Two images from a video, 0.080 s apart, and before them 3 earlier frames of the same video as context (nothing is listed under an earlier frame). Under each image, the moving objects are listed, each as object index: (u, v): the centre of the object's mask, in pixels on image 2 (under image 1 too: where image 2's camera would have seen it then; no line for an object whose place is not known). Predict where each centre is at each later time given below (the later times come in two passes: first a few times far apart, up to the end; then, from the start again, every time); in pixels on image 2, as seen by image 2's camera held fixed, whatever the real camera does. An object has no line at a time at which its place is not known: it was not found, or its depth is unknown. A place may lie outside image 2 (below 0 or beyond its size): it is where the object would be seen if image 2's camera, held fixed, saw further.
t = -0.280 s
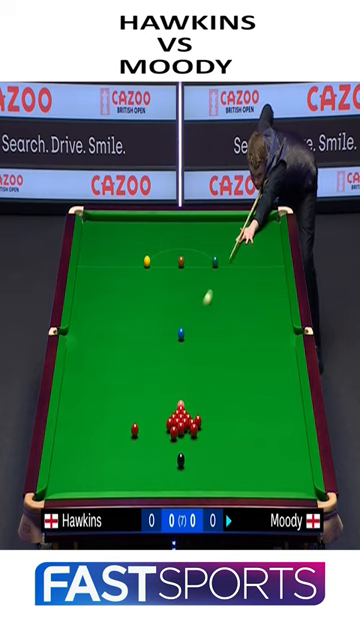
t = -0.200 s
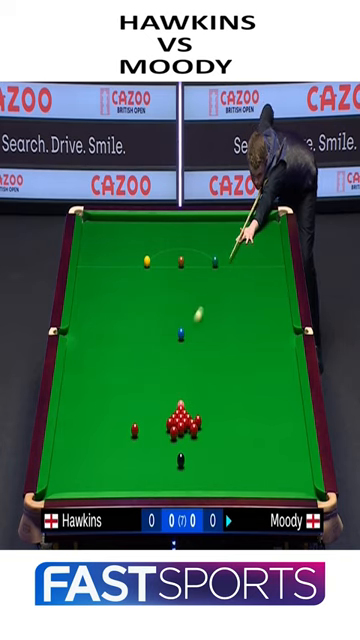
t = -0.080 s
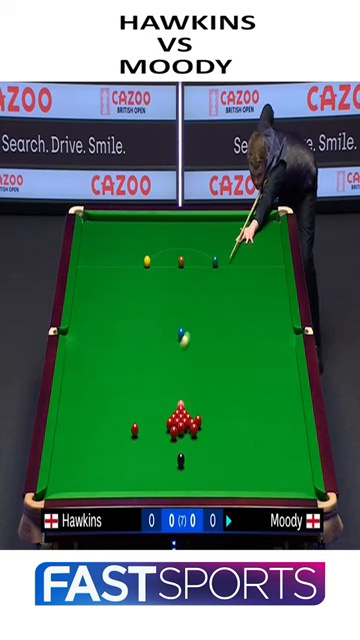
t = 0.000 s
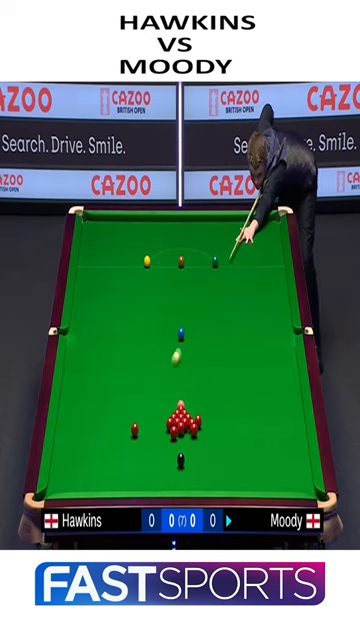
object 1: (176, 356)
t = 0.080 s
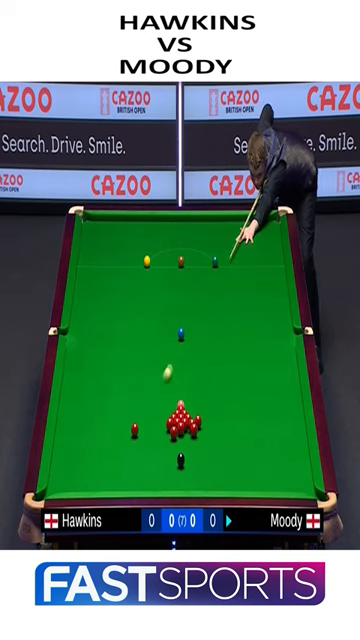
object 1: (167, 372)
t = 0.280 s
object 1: (147, 411)
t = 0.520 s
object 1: (153, 437)
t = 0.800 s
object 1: (165, 464)
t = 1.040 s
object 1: (174, 486)
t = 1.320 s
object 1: (187, 471)
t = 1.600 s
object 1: (197, 454)
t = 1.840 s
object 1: (206, 441)
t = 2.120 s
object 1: (215, 427)
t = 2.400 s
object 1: (224, 414)
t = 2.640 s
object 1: (232, 403)
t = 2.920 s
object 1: (239, 390)
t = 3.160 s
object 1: (246, 382)
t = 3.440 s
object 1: (253, 372)
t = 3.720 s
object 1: (259, 363)
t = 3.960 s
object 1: (264, 356)
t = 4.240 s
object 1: (270, 347)
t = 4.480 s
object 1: (274, 341)
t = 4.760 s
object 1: (279, 334)
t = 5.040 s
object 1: (283, 327)
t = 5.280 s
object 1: (287, 323)
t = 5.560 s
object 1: (288, 318)
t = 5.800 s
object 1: (285, 314)
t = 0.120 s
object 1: (163, 379)
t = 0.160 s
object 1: (159, 387)
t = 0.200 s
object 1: (155, 395)
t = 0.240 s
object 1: (151, 403)
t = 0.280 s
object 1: (147, 411)
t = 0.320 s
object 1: (142, 419)
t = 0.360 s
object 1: (141, 425)
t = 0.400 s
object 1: (144, 428)
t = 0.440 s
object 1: (147, 431)
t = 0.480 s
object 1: (150, 434)
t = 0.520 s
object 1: (153, 437)
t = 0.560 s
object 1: (155, 440)
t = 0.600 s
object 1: (157, 444)
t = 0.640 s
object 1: (159, 448)
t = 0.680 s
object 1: (160, 451)
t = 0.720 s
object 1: (162, 455)
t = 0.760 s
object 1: (163, 460)
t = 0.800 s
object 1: (165, 464)
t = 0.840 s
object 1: (167, 467)
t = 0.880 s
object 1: (168, 472)
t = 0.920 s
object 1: (170, 476)
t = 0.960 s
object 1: (171, 480)
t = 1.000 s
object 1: (173, 483)
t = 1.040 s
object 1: (174, 486)
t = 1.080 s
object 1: (176, 485)
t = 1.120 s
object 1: (178, 482)
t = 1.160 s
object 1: (180, 480)
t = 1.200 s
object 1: (182, 478)
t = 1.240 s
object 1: (183, 475)
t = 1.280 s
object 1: (185, 473)
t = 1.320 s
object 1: (187, 471)
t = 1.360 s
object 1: (188, 468)
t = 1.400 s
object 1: (190, 466)
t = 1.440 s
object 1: (191, 464)
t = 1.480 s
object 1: (193, 461)
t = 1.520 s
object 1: (194, 459)
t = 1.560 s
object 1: (196, 457)
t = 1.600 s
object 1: (197, 454)
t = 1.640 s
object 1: (199, 452)
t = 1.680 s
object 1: (200, 450)
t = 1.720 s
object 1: (202, 448)
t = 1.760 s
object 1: (203, 446)
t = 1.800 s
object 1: (205, 444)
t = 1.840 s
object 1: (206, 441)
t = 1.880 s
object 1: (207, 439)
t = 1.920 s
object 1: (209, 437)
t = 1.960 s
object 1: (210, 435)
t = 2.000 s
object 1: (211, 433)
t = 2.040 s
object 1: (213, 431)
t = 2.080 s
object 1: (214, 429)
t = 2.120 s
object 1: (215, 427)
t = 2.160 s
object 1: (217, 425)
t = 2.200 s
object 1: (218, 423)
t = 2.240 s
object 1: (219, 421)
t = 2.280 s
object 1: (221, 419)
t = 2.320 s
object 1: (222, 417)
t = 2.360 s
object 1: (223, 416)
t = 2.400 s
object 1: (224, 414)
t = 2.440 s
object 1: (226, 412)
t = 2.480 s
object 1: (227, 410)
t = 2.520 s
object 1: (228, 408)
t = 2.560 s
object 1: (229, 407)
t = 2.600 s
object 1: (230, 405)
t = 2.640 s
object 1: (232, 403)
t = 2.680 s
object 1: (233, 401)
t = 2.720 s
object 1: (234, 400)
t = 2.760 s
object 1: (235, 398)
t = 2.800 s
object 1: (236, 396)
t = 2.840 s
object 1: (237, 394)
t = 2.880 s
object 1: (238, 393)
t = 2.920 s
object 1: (239, 390)
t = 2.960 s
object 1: (240, 389)
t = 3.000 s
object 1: (241, 388)
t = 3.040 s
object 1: (242, 386)
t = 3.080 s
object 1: (244, 385)
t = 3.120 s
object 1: (245, 383)
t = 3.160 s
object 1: (246, 382)
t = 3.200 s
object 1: (247, 380)
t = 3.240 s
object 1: (248, 379)
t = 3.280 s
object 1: (249, 378)
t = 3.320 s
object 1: (250, 376)
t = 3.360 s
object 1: (251, 375)
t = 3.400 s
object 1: (252, 373)
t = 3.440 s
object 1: (253, 372)
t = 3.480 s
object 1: (254, 371)
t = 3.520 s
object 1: (254, 369)
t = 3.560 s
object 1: (255, 368)
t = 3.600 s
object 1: (256, 367)
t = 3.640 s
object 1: (257, 365)
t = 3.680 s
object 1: (258, 364)
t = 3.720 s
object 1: (259, 363)
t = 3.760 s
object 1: (260, 362)
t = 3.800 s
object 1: (261, 361)
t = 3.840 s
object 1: (262, 359)
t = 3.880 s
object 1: (263, 358)
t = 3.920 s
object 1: (264, 357)
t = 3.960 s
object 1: (264, 356)
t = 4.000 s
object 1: (265, 354)
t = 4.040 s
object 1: (266, 353)
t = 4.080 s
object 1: (267, 352)
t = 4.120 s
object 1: (267, 351)
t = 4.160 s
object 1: (268, 350)
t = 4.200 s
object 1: (269, 348)
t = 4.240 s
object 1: (270, 347)
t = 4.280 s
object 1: (271, 346)
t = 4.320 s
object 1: (271, 345)
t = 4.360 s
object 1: (272, 344)
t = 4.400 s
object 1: (273, 343)
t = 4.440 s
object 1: (273, 342)
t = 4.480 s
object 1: (274, 341)
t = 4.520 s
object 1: (275, 340)
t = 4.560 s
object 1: (276, 339)
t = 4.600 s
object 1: (276, 338)
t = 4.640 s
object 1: (277, 337)
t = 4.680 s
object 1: (278, 336)
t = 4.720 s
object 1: (278, 335)
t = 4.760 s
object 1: (279, 334)
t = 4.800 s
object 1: (280, 333)
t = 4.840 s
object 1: (280, 332)
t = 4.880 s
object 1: (281, 331)
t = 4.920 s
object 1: (281, 330)
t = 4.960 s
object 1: (282, 329)
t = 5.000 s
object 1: (283, 328)
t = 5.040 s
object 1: (283, 327)
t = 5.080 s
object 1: (284, 326)
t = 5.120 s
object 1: (284, 326)
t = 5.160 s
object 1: (285, 325)
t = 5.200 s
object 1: (285, 324)
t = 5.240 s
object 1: (286, 323)
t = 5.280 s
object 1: (287, 323)
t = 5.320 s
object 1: (287, 322)
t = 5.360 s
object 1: (288, 321)
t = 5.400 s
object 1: (288, 321)
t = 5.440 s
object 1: (289, 320)
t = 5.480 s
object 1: (288, 320)
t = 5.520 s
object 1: (288, 319)
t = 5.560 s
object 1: (288, 318)
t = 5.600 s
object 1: (287, 318)
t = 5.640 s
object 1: (287, 317)
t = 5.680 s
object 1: (287, 316)
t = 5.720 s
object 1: (286, 315)
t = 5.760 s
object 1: (286, 315)
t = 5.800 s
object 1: (285, 314)
